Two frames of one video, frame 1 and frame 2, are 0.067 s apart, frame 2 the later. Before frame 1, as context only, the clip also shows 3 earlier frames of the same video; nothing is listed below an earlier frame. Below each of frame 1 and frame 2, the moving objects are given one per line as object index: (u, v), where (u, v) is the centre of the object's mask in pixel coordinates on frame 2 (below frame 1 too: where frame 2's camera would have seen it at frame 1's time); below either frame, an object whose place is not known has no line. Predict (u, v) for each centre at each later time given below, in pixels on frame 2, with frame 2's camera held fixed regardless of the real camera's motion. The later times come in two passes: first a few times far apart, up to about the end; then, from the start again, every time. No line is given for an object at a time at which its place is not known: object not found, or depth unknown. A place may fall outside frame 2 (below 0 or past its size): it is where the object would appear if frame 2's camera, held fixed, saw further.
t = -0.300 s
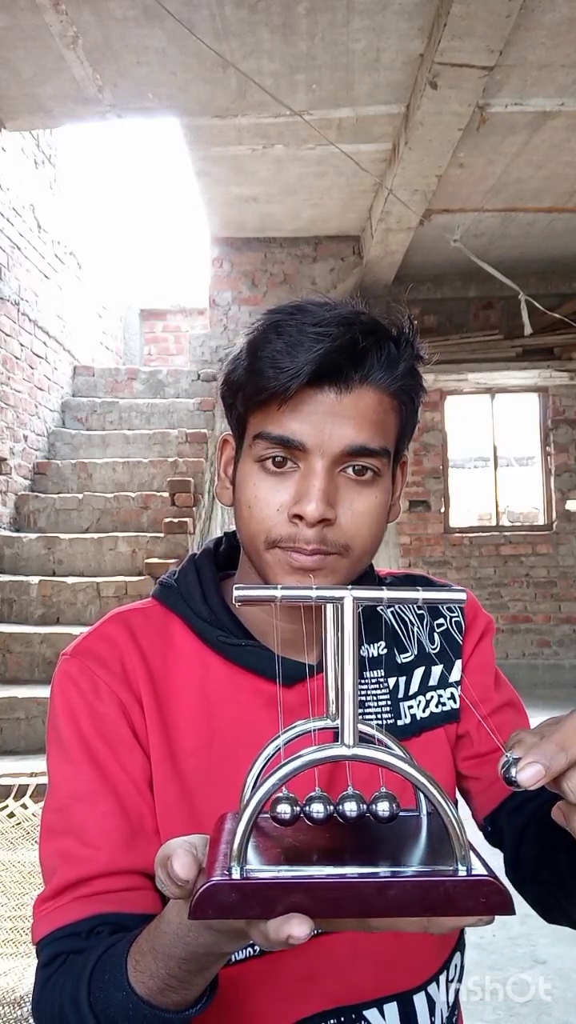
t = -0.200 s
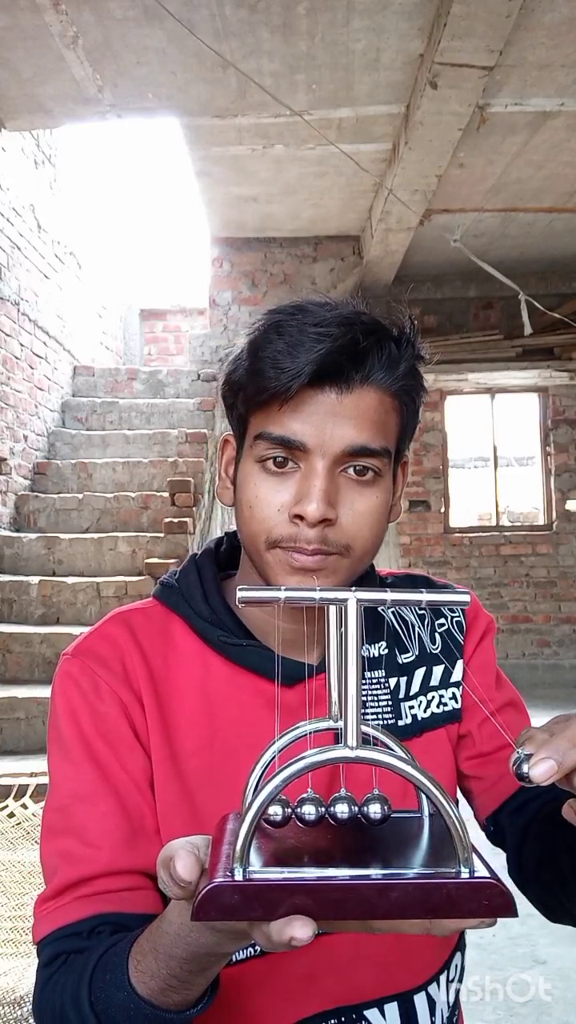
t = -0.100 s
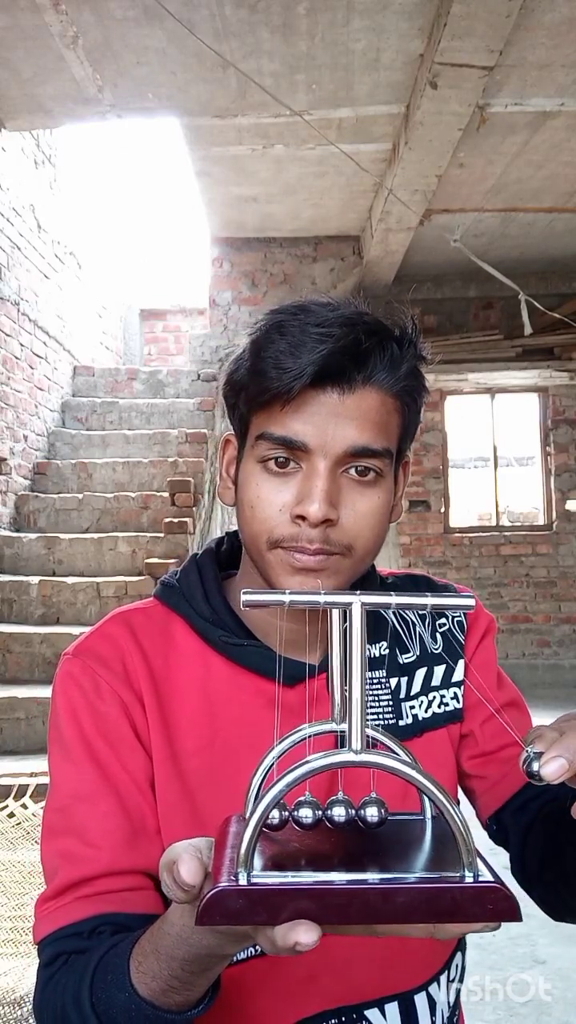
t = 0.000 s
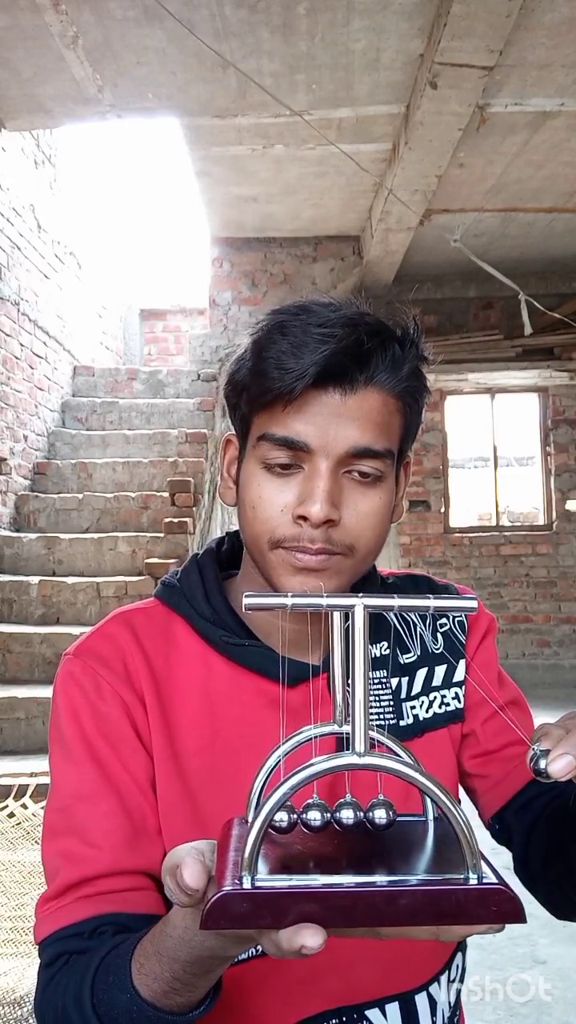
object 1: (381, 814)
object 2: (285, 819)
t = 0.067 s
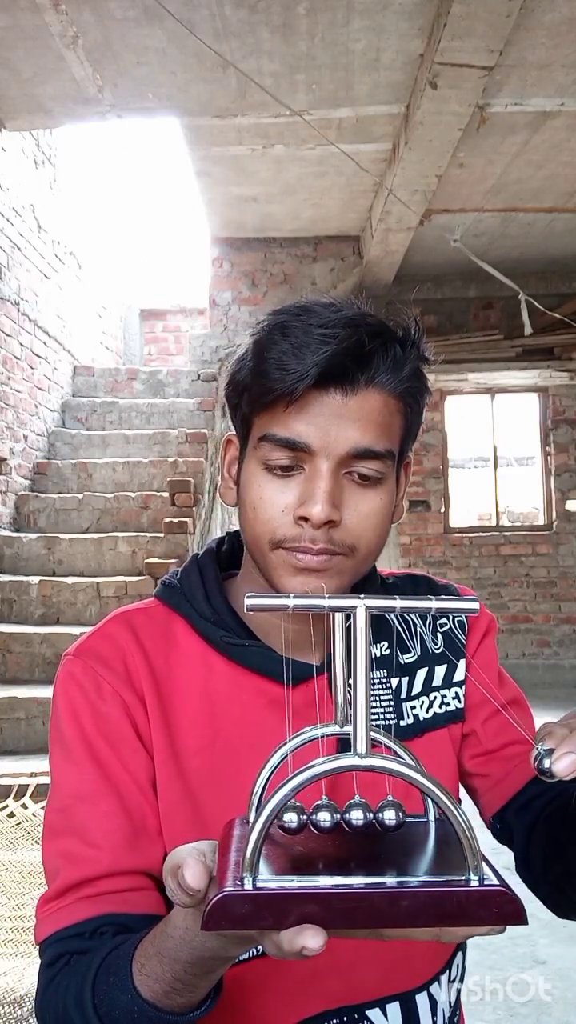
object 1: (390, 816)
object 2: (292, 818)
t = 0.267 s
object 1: (404, 811)
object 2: (305, 813)
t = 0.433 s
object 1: (387, 809)
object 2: (292, 813)
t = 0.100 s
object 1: (395, 815)
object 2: (296, 817)
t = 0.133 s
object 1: (399, 814)
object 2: (300, 816)
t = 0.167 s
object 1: (402, 813)
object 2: (303, 815)
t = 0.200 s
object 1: (404, 812)
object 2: (305, 814)
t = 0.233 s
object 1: (405, 812)
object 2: (306, 814)
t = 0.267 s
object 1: (404, 811)
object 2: (305, 813)
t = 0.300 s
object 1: (402, 811)
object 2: (303, 812)
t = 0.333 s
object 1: (399, 810)
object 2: (300, 812)
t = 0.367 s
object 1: (395, 809)
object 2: (298, 812)
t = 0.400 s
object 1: (391, 809)
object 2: (295, 813)
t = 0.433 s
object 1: (387, 809)
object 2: (292, 813)
